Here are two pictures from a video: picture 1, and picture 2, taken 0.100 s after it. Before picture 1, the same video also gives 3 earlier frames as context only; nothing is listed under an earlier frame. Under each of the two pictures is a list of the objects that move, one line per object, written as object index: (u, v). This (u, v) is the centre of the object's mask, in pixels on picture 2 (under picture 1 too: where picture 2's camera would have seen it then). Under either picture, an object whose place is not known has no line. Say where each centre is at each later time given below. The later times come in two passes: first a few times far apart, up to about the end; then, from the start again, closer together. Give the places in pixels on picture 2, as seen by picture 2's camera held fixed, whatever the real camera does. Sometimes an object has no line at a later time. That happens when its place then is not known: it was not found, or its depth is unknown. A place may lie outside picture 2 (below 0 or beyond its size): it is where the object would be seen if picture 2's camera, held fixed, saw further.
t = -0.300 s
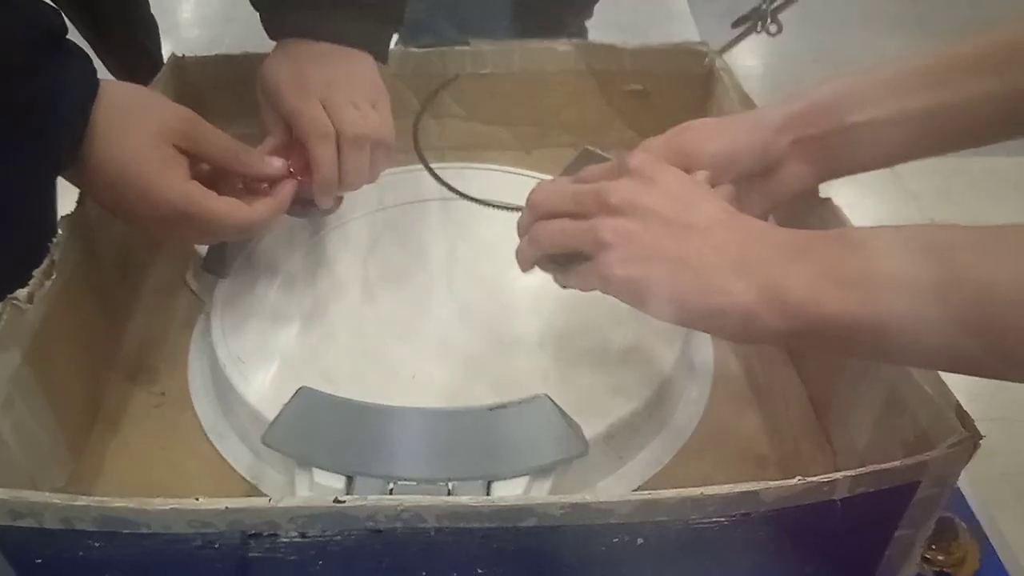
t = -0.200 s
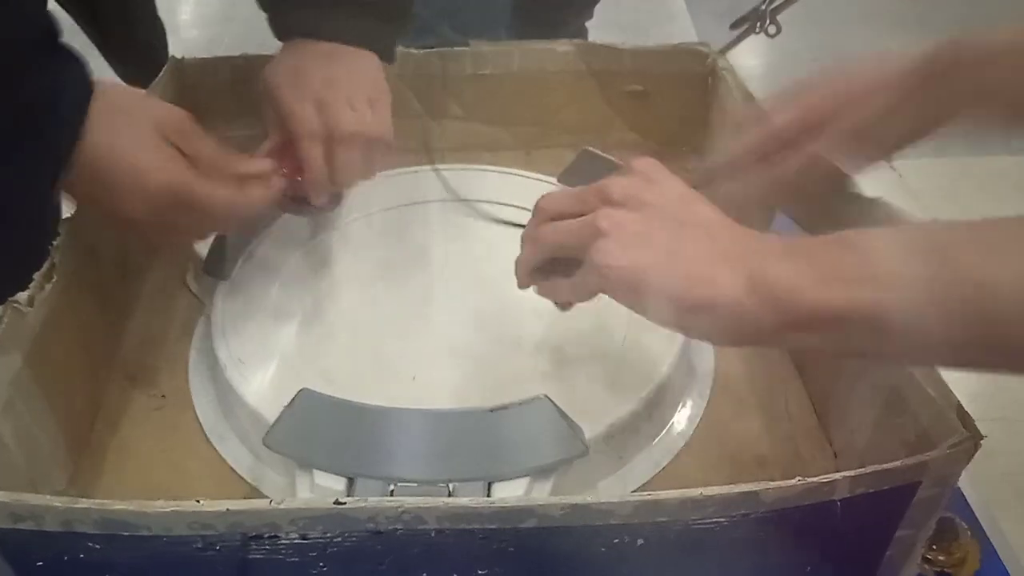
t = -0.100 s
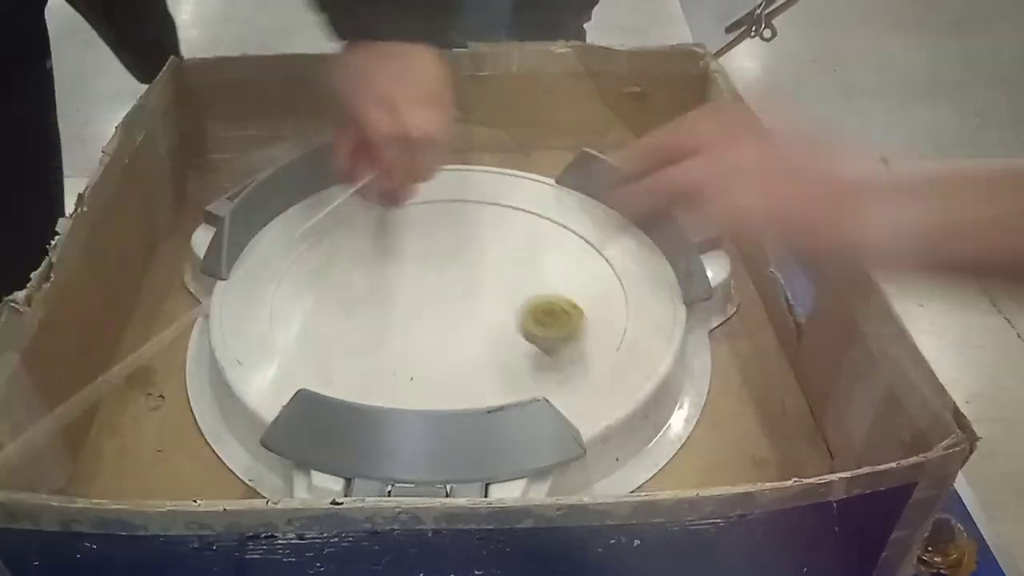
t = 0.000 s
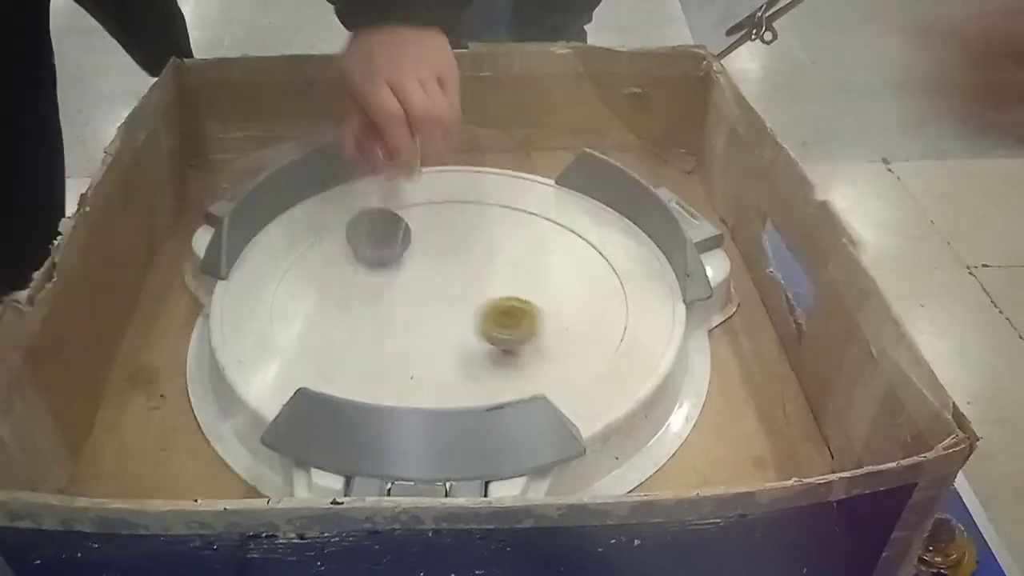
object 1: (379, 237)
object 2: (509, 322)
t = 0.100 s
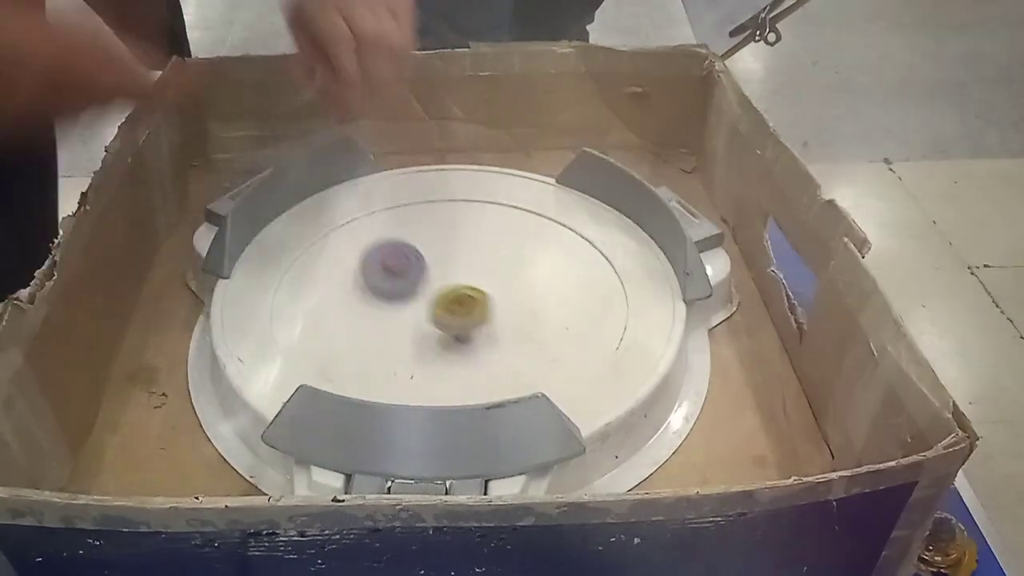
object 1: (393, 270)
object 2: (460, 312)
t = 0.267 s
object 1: (434, 251)
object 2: (433, 339)
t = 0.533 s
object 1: (465, 218)
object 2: (494, 344)
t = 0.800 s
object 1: (494, 238)
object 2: (484, 265)
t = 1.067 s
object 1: (528, 250)
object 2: (382, 322)
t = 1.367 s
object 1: (555, 272)
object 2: (473, 339)
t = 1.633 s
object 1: (573, 288)
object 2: (479, 261)
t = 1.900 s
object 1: (581, 299)
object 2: (376, 261)
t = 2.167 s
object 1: (569, 315)
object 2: (390, 333)
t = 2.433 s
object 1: (552, 338)
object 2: (516, 287)
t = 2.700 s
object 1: (508, 359)
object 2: (430, 212)
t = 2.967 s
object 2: (342, 273)
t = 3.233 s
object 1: (459, 380)
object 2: (493, 320)
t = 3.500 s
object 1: (411, 355)
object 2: (565, 224)
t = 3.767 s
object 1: (354, 351)
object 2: (410, 192)
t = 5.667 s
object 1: (405, 259)
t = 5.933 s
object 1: (428, 244)
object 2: (359, 337)
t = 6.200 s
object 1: (444, 234)
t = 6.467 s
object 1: (465, 240)
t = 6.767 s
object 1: (495, 253)
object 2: (387, 242)
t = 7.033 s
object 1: (523, 264)
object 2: (334, 282)
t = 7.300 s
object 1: (546, 271)
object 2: (461, 308)
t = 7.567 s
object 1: (564, 275)
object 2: (484, 263)
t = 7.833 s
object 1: (545, 303)
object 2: (413, 262)
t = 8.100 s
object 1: (536, 333)
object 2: (468, 293)
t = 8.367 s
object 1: (524, 353)
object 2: (502, 242)
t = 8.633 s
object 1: (495, 365)
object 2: (401, 288)
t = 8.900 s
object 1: (509, 380)
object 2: (411, 329)
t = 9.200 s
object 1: (493, 368)
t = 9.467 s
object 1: (436, 360)
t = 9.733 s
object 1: (388, 353)
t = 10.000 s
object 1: (357, 347)
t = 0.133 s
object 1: (400, 278)
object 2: (448, 306)
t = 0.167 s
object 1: (404, 282)
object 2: (437, 301)
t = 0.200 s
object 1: (419, 267)
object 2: (433, 308)
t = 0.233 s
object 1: (428, 259)
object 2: (432, 326)
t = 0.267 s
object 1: (434, 251)
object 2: (433, 339)
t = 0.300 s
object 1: (441, 235)
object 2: (436, 348)
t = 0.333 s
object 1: (446, 228)
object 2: (443, 355)
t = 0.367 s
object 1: (451, 221)
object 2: (451, 360)
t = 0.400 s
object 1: (456, 216)
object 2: (459, 361)
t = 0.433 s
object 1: (459, 214)
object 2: (467, 360)
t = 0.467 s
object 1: (461, 214)
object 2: (476, 357)
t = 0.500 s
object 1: (463, 216)
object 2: (485, 352)
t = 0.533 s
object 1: (465, 218)
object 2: (494, 344)
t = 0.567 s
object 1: (466, 223)
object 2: (503, 334)
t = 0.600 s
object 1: (468, 226)
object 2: (510, 323)
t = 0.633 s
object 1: (470, 231)
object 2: (512, 312)
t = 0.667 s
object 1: (473, 235)
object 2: (512, 301)
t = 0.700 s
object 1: (476, 239)
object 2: (508, 290)
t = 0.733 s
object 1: (479, 240)
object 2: (501, 280)
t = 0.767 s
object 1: (482, 238)
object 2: (494, 272)
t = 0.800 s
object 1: (494, 238)
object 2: (484, 265)
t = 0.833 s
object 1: (499, 238)
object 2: (468, 267)
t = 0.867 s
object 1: (502, 241)
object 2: (452, 276)
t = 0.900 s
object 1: (507, 242)
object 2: (437, 285)
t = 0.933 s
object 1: (512, 243)
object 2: (424, 290)
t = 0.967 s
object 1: (517, 244)
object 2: (409, 298)
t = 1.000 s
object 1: (520, 246)
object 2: (397, 306)
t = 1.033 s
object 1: (524, 248)
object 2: (388, 314)
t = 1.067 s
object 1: (528, 250)
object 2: (382, 322)
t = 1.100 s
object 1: (531, 253)
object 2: (379, 330)
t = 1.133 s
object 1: (535, 255)
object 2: (381, 336)
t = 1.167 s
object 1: (538, 257)
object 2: (388, 340)
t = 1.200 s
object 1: (541, 260)
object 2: (397, 343)
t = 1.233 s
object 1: (543, 262)
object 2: (409, 345)
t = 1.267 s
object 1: (547, 265)
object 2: (425, 346)
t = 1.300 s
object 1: (549, 268)
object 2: (440, 346)
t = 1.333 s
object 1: (552, 269)
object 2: (457, 344)
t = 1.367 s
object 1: (555, 272)
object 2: (473, 339)
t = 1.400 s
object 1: (558, 274)
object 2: (486, 331)
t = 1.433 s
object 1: (560, 276)
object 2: (495, 322)
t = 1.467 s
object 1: (562, 279)
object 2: (500, 311)
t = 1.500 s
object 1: (564, 281)
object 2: (501, 301)
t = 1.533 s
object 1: (566, 282)
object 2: (500, 290)
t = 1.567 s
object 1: (568, 284)
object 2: (493, 278)
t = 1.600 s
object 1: (571, 286)
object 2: (487, 269)
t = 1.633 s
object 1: (573, 288)
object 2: (479, 261)
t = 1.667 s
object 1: (574, 289)
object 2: (469, 253)
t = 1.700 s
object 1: (576, 291)
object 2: (459, 250)
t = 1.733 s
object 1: (577, 292)
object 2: (445, 245)
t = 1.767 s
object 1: (579, 293)
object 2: (431, 245)
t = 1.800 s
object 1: (579, 295)
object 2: (415, 246)
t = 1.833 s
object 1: (580, 296)
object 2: (401, 249)
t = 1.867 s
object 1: (581, 298)
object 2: (388, 254)
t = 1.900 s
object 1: (581, 299)
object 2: (376, 261)
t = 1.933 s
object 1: (581, 301)
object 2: (365, 267)
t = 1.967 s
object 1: (581, 302)
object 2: (356, 276)
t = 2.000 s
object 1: (580, 305)
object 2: (349, 284)
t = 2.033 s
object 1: (578, 306)
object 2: (347, 296)
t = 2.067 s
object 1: (576, 308)
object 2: (350, 308)
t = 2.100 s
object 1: (574, 310)
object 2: (358, 318)
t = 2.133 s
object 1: (571, 312)
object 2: (373, 326)
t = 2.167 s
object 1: (569, 315)
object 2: (390, 333)
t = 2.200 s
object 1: (566, 318)
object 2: (411, 337)
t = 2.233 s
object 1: (563, 321)
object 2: (434, 338)
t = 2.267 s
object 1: (561, 323)
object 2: (456, 336)
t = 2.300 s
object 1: (558, 327)
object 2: (474, 329)
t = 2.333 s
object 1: (556, 328)
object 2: (491, 322)
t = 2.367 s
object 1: (554, 331)
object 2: (503, 308)
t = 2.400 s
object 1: (553, 334)
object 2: (511, 299)
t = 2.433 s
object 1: (552, 338)
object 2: (516, 287)
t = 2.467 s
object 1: (548, 342)
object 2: (515, 274)
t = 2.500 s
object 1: (543, 345)
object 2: (511, 262)
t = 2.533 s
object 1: (537, 349)
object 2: (504, 251)
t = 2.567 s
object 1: (531, 351)
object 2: (494, 241)
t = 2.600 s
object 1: (525, 353)
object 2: (482, 231)
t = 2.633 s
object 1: (519, 356)
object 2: (466, 222)
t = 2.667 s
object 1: (513, 358)
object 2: (448, 215)
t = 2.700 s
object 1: (508, 359)
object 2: (430, 212)
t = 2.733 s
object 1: (504, 361)
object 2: (412, 213)
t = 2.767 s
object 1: (500, 364)
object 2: (396, 214)
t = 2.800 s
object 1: (496, 366)
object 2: (378, 219)
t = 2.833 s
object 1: (492, 368)
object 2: (365, 226)
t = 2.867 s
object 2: (354, 235)
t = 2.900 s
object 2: (346, 247)
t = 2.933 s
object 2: (342, 260)
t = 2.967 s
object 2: (342, 273)
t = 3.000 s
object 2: (347, 288)
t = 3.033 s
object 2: (358, 303)
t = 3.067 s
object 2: (374, 313)
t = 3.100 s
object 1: (470, 380)
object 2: (397, 322)
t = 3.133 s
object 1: (468, 381)
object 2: (419, 328)
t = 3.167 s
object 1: (464, 380)
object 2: (442, 330)
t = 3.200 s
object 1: (462, 380)
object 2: (468, 322)
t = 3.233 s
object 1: (459, 380)
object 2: (493, 320)
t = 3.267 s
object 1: (455, 379)
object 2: (516, 317)
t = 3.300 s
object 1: (450, 374)
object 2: (537, 309)
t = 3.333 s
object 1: (444, 370)
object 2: (553, 299)
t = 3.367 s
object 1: (438, 367)
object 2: (566, 286)
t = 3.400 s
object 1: (431, 363)
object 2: (573, 270)
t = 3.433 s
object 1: (425, 360)
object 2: (576, 258)
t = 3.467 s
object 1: (418, 358)
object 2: (575, 242)
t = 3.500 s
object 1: (411, 355)
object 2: (565, 224)
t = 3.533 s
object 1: (403, 353)
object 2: (554, 212)
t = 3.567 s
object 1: (395, 353)
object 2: (538, 203)
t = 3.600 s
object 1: (387, 352)
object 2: (523, 194)
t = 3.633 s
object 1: (380, 352)
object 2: (502, 185)
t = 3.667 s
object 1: (373, 351)
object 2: (482, 182)
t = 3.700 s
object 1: (366, 351)
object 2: (458, 182)
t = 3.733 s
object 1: (359, 351)
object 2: (435, 186)
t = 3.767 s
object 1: (354, 351)
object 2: (410, 192)
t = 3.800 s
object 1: (349, 351)
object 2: (390, 201)
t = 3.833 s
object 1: (345, 350)
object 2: (372, 215)
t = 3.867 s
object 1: (341, 350)
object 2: (358, 233)
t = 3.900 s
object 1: (338, 351)
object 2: (351, 250)
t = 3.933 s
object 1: (337, 351)
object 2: (349, 270)
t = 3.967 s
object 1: (337, 351)
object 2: (354, 287)
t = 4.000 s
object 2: (365, 300)
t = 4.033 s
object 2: (393, 297)
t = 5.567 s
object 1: (391, 266)
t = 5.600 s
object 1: (396, 263)
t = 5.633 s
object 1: (400, 261)
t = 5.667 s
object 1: (405, 259)
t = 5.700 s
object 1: (408, 257)
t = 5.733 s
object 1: (411, 255)
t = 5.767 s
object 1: (415, 253)
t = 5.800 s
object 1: (418, 251)
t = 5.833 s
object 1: (421, 249)
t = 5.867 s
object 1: (424, 247)
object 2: (368, 329)
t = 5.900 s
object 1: (426, 246)
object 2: (361, 333)
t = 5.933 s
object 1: (428, 244)
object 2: (359, 337)
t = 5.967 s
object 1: (430, 242)
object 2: (358, 342)
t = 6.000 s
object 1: (432, 240)
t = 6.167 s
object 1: (442, 234)
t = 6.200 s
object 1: (444, 234)
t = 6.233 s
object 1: (447, 234)
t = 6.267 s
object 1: (449, 233)
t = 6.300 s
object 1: (451, 234)
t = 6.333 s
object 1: (453, 235)
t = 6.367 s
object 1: (456, 236)
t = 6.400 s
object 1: (459, 238)
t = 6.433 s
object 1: (462, 238)
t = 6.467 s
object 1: (465, 240)
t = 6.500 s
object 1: (468, 240)
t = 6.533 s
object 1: (472, 240)
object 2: (451, 280)
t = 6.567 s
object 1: (477, 241)
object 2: (445, 273)
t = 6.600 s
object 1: (480, 246)
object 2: (436, 264)
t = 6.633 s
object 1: (482, 247)
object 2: (429, 259)
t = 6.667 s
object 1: (484, 249)
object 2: (419, 250)
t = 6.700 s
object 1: (488, 251)
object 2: (409, 247)
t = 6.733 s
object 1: (491, 251)
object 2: (398, 244)
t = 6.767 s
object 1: (495, 253)
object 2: (387, 242)
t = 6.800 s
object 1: (498, 255)
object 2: (377, 242)
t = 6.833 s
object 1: (502, 257)
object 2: (367, 243)
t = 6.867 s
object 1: (505, 258)
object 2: (357, 246)
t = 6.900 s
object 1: (508, 260)
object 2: (350, 252)
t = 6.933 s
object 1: (512, 261)
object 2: (343, 258)
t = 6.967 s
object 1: (515, 263)
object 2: (338, 265)
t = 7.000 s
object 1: (519, 263)
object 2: (335, 273)
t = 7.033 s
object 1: (523, 264)
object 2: (334, 282)
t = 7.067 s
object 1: (527, 265)
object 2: (338, 292)
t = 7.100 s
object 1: (530, 266)
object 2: (347, 300)
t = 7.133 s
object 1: (533, 267)
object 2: (361, 308)
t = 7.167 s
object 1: (536, 268)
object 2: (380, 313)
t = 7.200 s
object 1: (539, 269)
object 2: (401, 315)
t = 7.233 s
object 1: (541, 268)
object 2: (423, 314)
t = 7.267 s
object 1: (544, 269)
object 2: (443, 312)
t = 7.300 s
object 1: (546, 271)
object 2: (461, 308)
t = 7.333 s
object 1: (548, 272)
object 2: (478, 302)
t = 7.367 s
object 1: (550, 274)
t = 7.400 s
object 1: (555, 274)
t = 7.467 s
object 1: (562, 271)
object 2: (503, 273)
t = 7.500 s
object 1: (563, 272)
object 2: (497, 268)
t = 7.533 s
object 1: (564, 273)
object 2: (491, 265)
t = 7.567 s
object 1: (564, 275)
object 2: (484, 263)
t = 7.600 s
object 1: (562, 279)
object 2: (477, 260)
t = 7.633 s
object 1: (559, 282)
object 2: (470, 257)
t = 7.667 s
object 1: (557, 286)
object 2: (460, 254)
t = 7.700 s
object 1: (555, 289)
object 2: (450, 253)
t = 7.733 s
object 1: (552, 293)
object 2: (440, 254)
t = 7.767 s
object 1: (549, 296)
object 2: (428, 255)
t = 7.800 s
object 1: (547, 300)
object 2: (420, 258)
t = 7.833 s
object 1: (545, 303)
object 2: (413, 262)
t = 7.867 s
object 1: (544, 307)
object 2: (408, 266)
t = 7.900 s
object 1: (543, 311)
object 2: (408, 271)
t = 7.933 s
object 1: (542, 315)
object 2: (411, 277)
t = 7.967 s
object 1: (541, 318)
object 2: (419, 283)
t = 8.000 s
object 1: (540, 322)
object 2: (428, 289)
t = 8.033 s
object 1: (539, 326)
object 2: (441, 293)
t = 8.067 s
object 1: (537, 329)
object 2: (454, 294)
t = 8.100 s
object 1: (536, 333)
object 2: (468, 293)
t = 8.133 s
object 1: (535, 336)
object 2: (481, 291)
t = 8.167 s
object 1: (534, 339)
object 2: (493, 287)
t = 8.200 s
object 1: (533, 342)
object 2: (503, 280)
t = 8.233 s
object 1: (533, 343)
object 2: (510, 274)
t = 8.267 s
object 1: (531, 346)
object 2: (514, 266)
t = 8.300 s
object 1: (529, 349)
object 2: (514, 258)
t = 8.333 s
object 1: (526, 351)
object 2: (510, 249)
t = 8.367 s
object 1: (524, 353)
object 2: (502, 242)
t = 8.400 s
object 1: (521, 355)
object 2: (490, 238)
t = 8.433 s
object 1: (517, 357)
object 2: (476, 236)
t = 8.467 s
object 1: (514, 358)
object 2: (458, 238)
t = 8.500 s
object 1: (510, 360)
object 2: (441, 244)
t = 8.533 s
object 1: (506, 362)
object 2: (426, 252)
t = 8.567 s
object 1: (502, 362)
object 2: (414, 262)
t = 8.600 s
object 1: (498, 364)
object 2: (405, 275)
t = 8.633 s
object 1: (495, 365)
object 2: (401, 288)
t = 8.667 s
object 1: (491, 366)
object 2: (400, 302)
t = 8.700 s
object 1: (487, 368)
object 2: (403, 314)
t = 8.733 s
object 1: (483, 369)
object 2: (409, 324)
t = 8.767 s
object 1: (479, 370)
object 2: (416, 334)
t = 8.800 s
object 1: (475, 372)
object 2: (426, 339)
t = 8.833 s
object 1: (490, 378)
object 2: (423, 339)
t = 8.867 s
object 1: (502, 380)
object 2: (416, 330)
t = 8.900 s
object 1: (509, 380)
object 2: (411, 329)
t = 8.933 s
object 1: (513, 380)
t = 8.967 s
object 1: (514, 380)
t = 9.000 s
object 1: (514, 379)
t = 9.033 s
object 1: (513, 378)
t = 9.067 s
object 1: (510, 377)
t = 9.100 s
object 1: (507, 377)
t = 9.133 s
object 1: (503, 374)
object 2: (429, 307)
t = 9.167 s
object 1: (499, 371)
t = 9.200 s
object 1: (493, 368)
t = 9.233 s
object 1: (487, 367)
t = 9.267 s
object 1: (481, 365)
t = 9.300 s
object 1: (473, 364)
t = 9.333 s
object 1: (467, 362)
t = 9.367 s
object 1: (459, 361)
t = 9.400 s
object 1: (451, 360)
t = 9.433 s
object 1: (443, 360)
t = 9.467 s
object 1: (436, 360)
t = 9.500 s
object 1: (430, 359)
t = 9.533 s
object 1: (423, 358)
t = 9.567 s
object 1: (417, 358)
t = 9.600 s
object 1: (410, 357)
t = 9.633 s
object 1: (404, 356)
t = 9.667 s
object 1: (398, 355)
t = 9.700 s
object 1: (393, 354)
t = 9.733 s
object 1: (388, 353)
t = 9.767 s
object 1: (383, 353)
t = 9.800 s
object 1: (379, 352)
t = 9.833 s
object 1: (374, 351)
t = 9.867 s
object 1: (370, 351)
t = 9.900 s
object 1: (367, 349)
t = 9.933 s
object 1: (363, 348)
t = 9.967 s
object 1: (360, 348)
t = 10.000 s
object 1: (357, 347)
